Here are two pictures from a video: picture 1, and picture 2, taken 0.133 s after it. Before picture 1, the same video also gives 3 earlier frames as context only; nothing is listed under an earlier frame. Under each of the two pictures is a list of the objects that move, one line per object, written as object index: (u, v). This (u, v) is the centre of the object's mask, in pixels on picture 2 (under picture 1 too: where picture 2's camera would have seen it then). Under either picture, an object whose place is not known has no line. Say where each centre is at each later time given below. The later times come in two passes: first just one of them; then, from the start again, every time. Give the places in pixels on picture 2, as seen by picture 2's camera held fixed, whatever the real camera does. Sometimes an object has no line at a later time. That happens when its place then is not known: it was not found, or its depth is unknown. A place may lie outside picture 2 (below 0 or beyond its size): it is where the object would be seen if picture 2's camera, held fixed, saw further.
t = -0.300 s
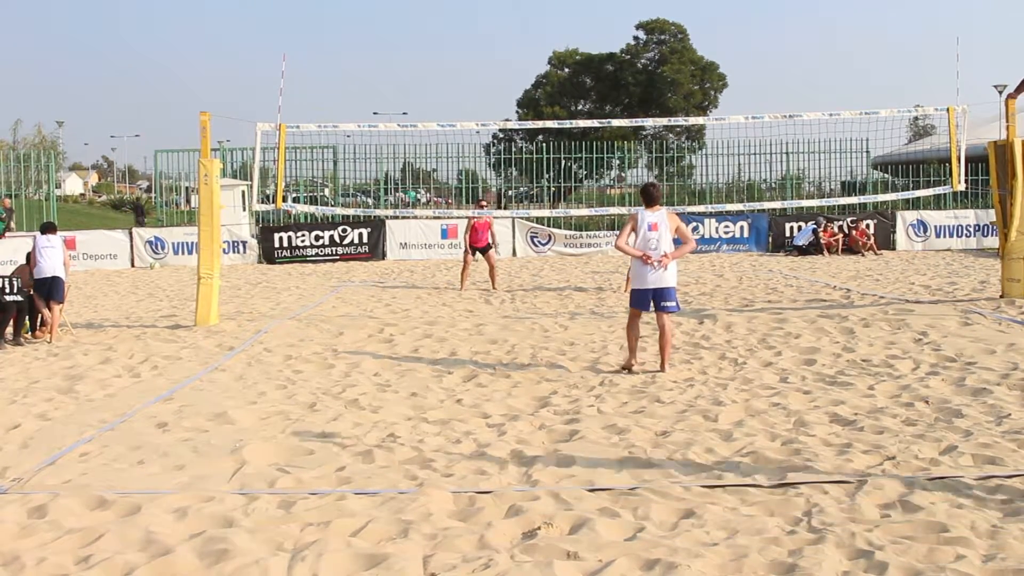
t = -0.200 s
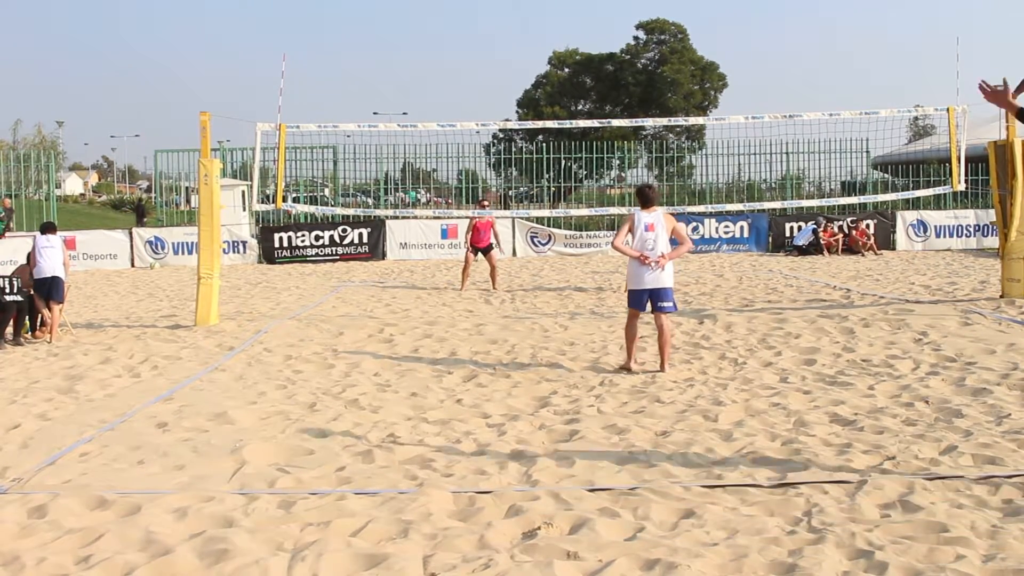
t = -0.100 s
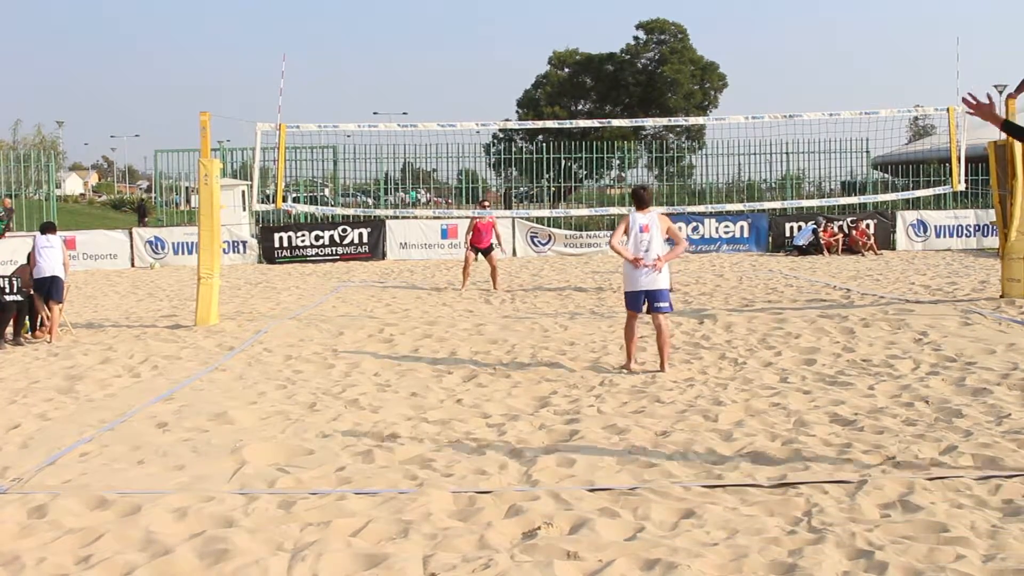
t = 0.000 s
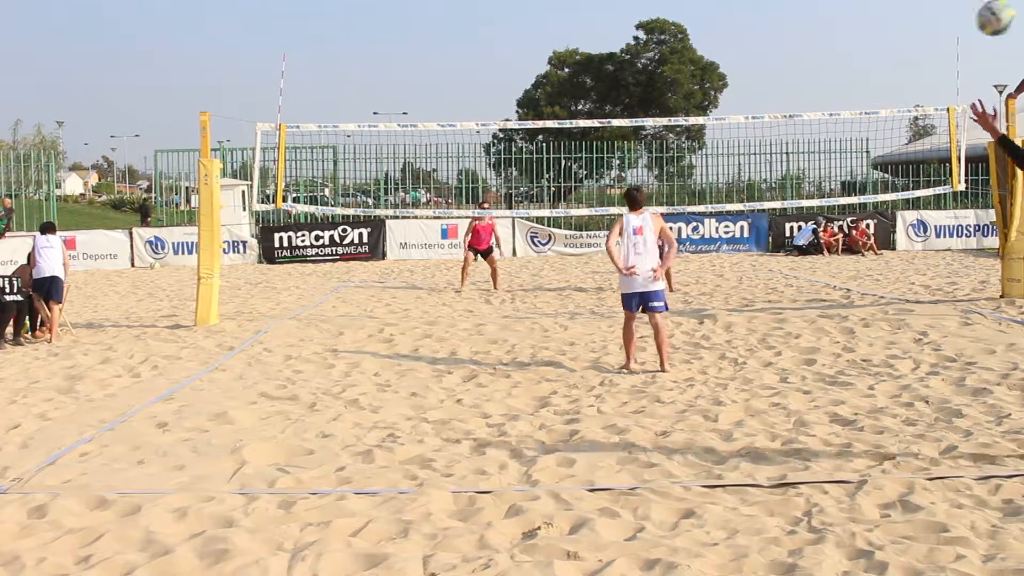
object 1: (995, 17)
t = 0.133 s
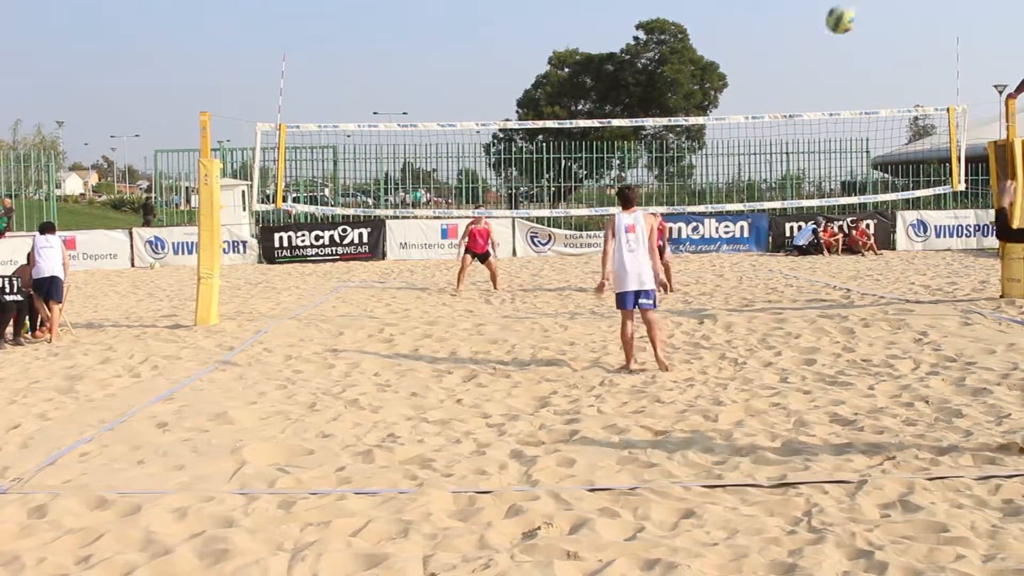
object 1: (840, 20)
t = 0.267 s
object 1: (738, 36)
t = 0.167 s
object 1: (811, 23)
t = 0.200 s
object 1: (785, 26)
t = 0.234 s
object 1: (761, 30)
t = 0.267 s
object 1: (738, 36)
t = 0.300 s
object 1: (718, 42)
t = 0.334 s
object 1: (699, 49)
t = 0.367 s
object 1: (682, 57)
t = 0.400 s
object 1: (666, 66)
